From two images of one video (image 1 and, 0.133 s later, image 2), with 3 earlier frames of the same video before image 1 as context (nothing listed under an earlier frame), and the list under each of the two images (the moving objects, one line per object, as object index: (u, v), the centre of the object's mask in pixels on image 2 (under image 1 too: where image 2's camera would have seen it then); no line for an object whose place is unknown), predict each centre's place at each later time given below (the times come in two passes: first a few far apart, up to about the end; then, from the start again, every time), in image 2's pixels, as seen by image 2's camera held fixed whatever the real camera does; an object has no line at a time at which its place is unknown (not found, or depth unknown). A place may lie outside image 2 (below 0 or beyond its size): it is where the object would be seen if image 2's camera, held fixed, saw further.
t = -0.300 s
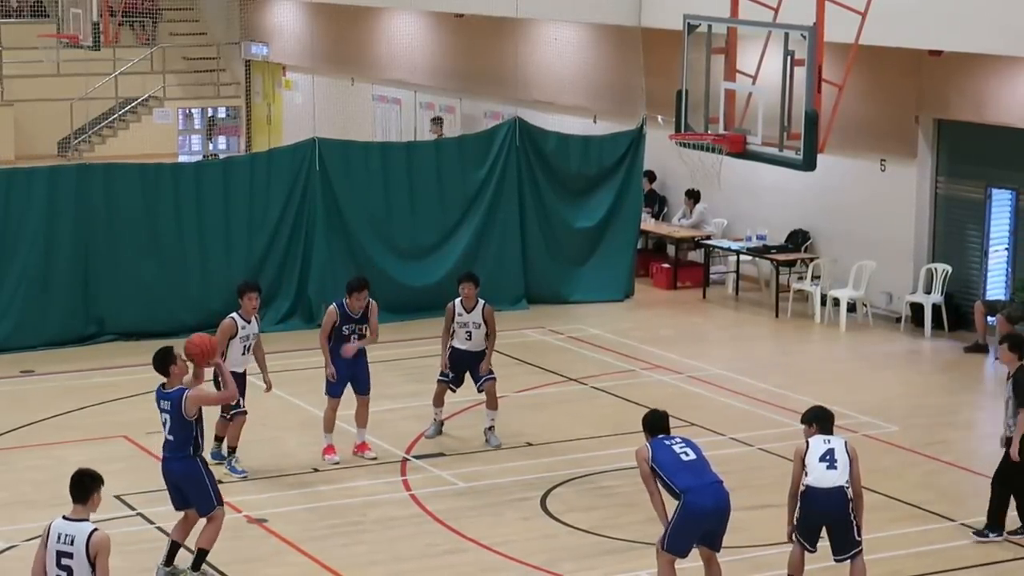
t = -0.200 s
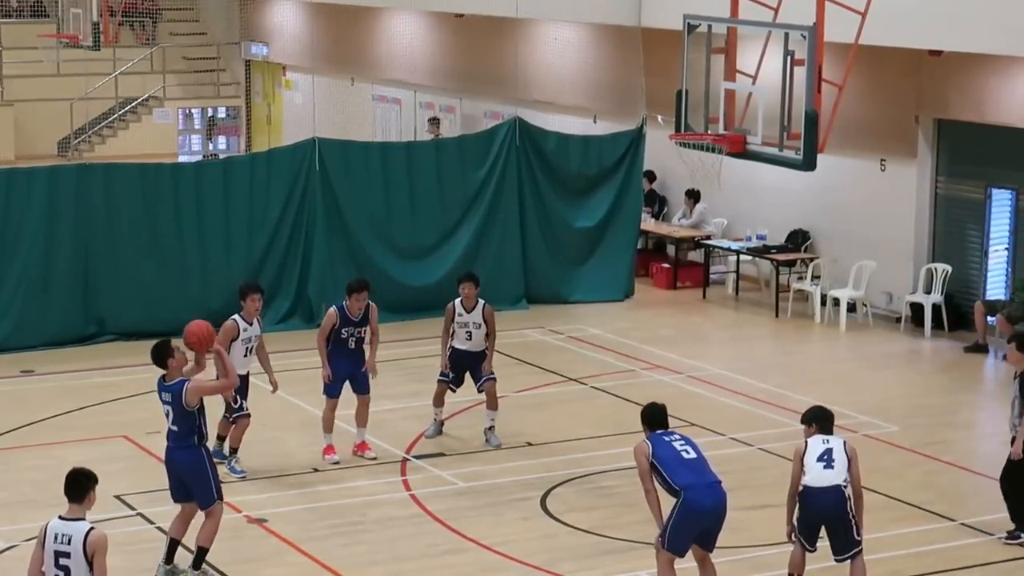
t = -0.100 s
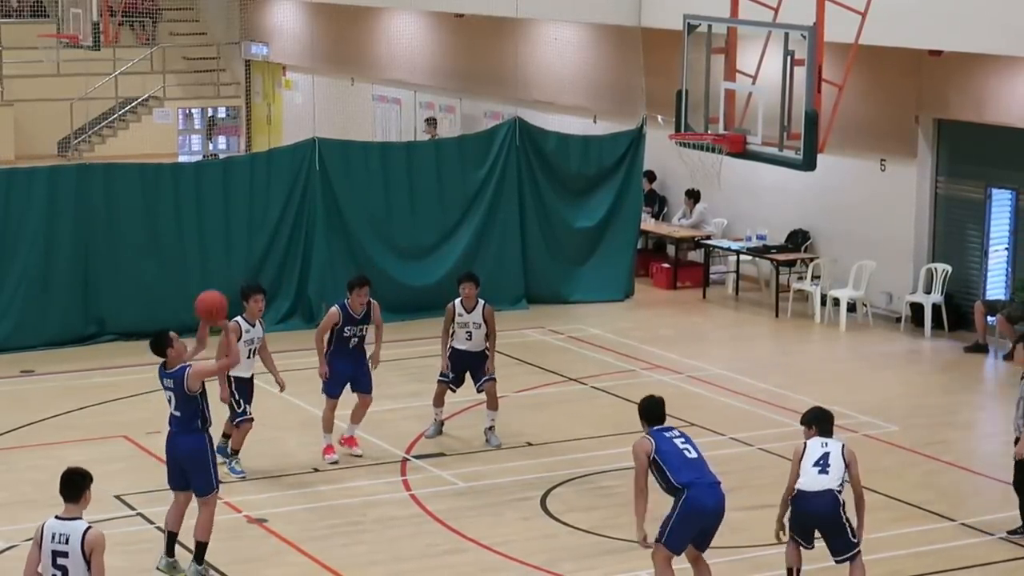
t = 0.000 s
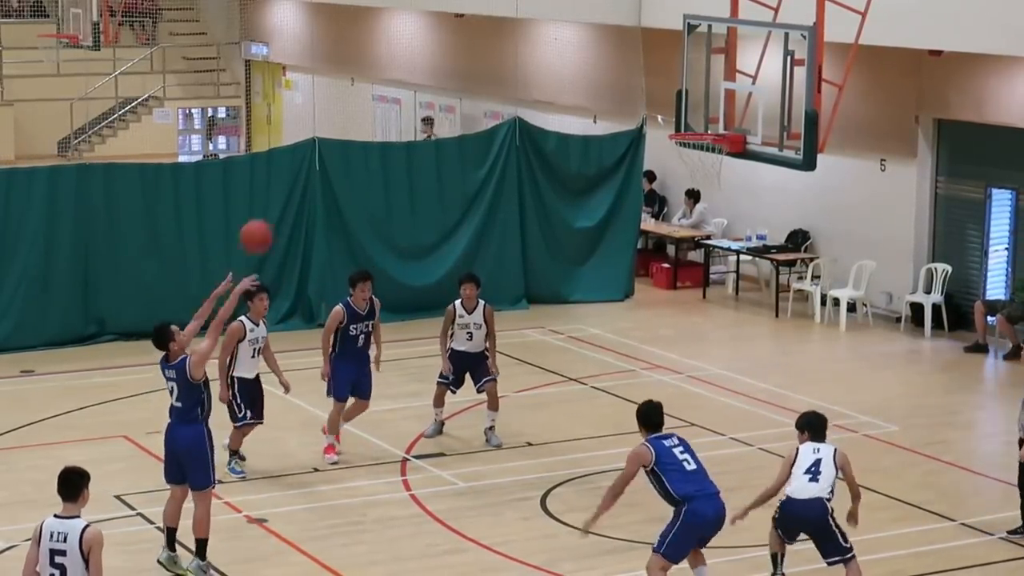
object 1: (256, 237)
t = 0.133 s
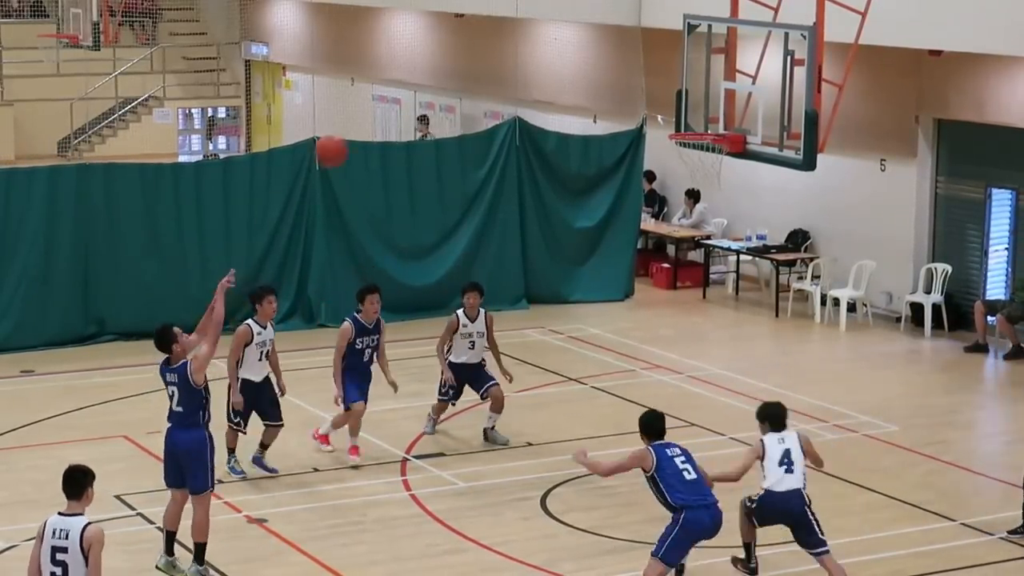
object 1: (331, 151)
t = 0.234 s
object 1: (386, 103)
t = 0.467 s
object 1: (509, 46)
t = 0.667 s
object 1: (607, 52)
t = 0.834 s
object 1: (684, 95)
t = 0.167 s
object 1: (350, 133)
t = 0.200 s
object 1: (368, 118)
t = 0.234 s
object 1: (386, 103)
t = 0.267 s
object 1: (404, 90)
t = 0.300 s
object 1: (423, 78)
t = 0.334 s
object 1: (440, 69)
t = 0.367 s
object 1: (458, 61)
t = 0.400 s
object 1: (475, 53)
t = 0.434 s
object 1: (492, 49)
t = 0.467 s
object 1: (509, 46)
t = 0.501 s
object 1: (526, 43)
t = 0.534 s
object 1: (542, 41)
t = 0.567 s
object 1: (559, 42)
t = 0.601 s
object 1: (575, 43)
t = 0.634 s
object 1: (592, 47)
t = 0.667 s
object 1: (607, 52)
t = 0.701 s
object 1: (623, 58)
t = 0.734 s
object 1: (638, 66)
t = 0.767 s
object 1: (654, 73)
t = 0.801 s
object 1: (668, 83)
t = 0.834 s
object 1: (684, 95)
